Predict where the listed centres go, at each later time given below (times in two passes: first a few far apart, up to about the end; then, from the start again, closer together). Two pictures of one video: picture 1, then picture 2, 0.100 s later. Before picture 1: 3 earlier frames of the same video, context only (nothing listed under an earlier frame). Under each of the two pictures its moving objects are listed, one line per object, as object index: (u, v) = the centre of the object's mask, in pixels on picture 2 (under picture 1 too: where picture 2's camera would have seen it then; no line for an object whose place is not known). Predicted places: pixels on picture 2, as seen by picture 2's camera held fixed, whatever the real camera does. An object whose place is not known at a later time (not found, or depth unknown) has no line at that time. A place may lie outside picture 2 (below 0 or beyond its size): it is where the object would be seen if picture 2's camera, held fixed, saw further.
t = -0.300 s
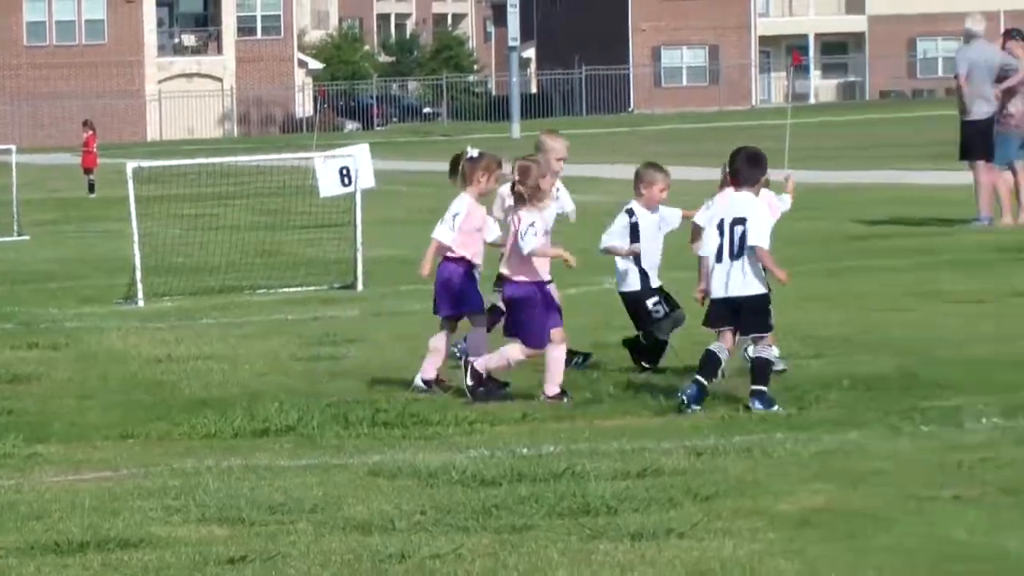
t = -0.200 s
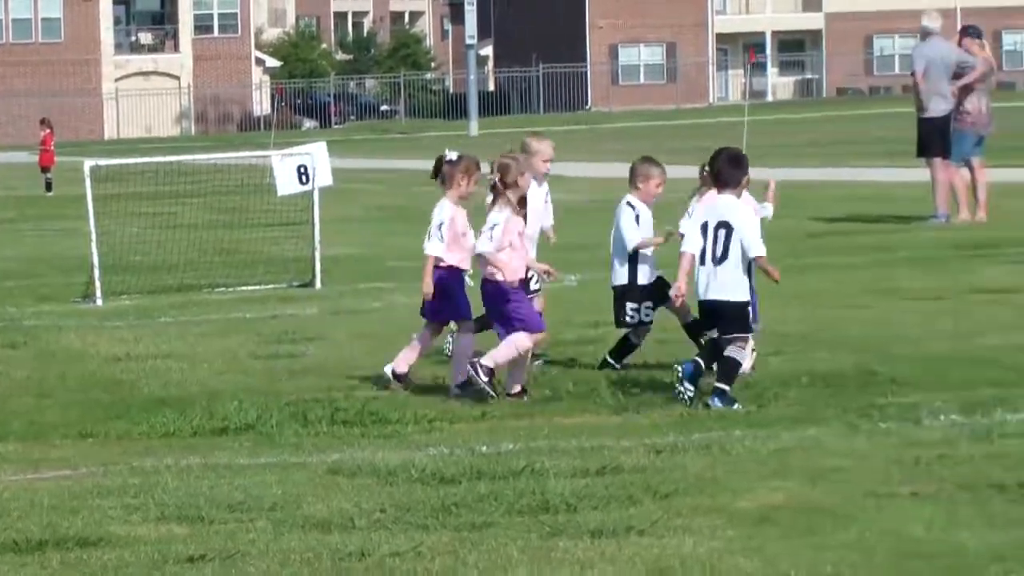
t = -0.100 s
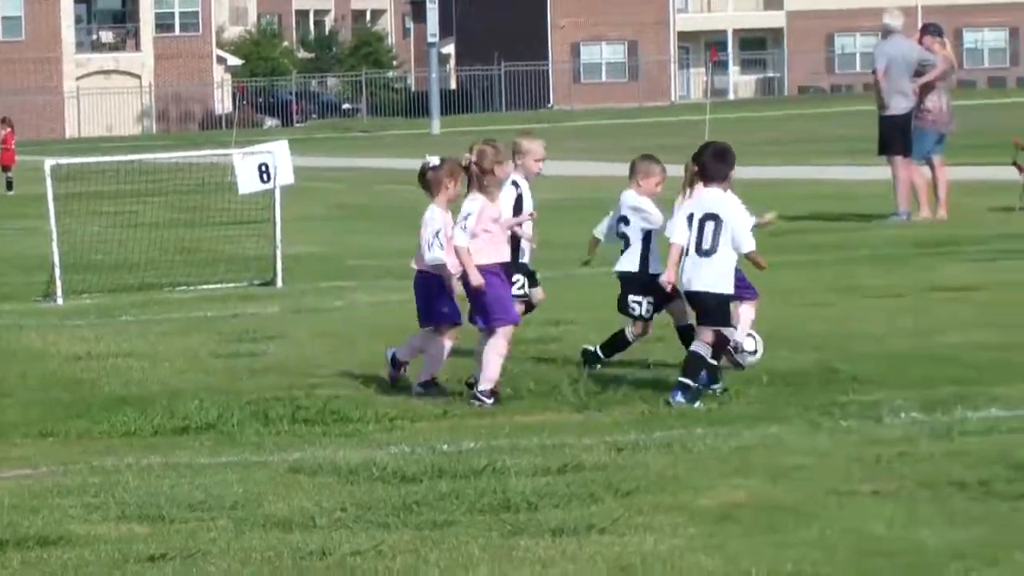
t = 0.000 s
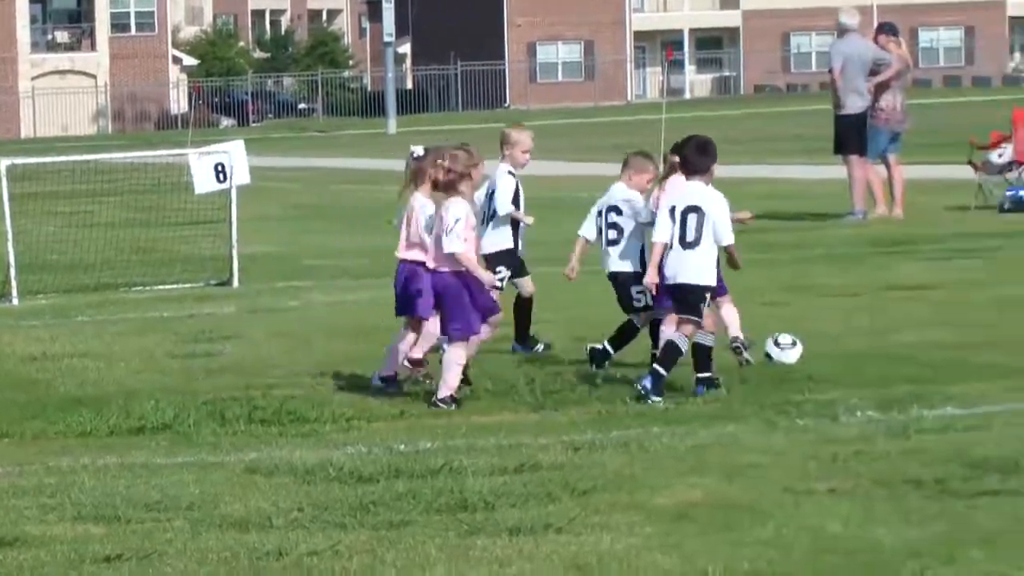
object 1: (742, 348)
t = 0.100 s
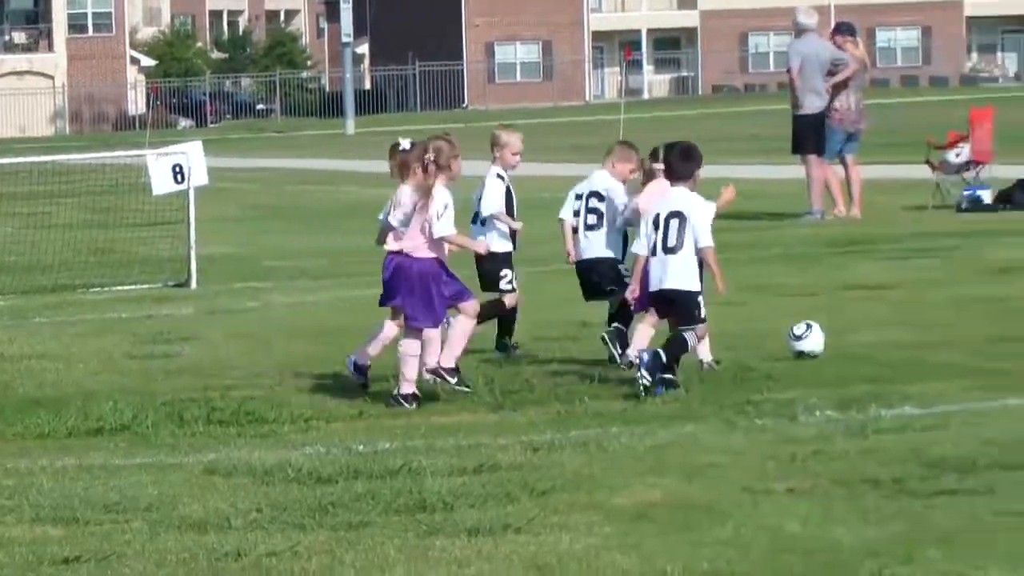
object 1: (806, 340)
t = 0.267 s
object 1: (901, 338)
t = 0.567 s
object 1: (1020, 328)
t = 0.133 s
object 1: (826, 338)
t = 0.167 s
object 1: (846, 338)
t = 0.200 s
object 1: (866, 338)
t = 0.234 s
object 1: (884, 339)
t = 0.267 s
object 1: (901, 338)
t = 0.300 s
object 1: (916, 338)
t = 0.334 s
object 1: (930, 336)
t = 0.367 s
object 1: (944, 334)
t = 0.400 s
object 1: (957, 334)
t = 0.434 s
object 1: (970, 332)
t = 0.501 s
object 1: (995, 329)
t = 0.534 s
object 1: (1007, 328)
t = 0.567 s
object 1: (1020, 328)
